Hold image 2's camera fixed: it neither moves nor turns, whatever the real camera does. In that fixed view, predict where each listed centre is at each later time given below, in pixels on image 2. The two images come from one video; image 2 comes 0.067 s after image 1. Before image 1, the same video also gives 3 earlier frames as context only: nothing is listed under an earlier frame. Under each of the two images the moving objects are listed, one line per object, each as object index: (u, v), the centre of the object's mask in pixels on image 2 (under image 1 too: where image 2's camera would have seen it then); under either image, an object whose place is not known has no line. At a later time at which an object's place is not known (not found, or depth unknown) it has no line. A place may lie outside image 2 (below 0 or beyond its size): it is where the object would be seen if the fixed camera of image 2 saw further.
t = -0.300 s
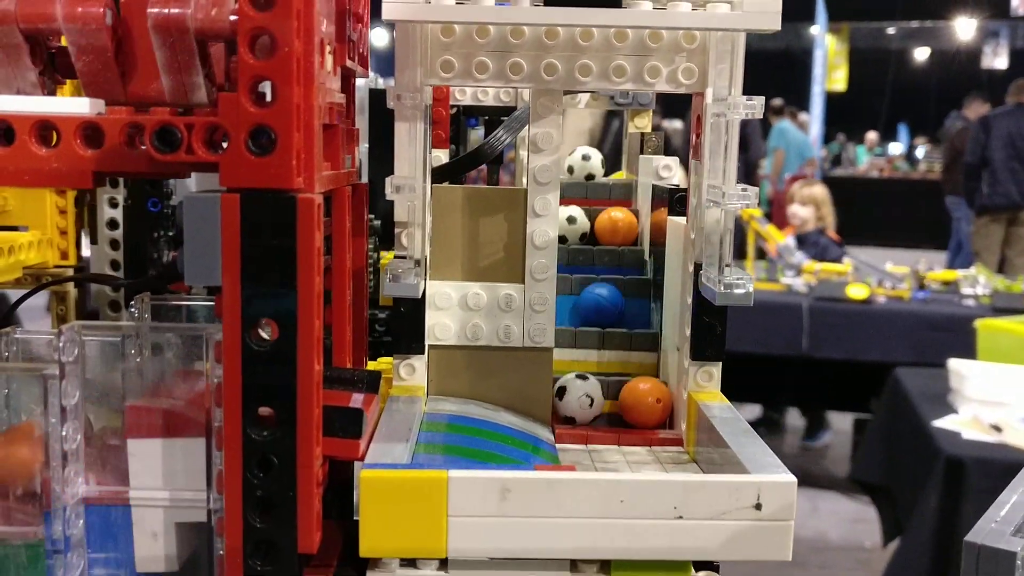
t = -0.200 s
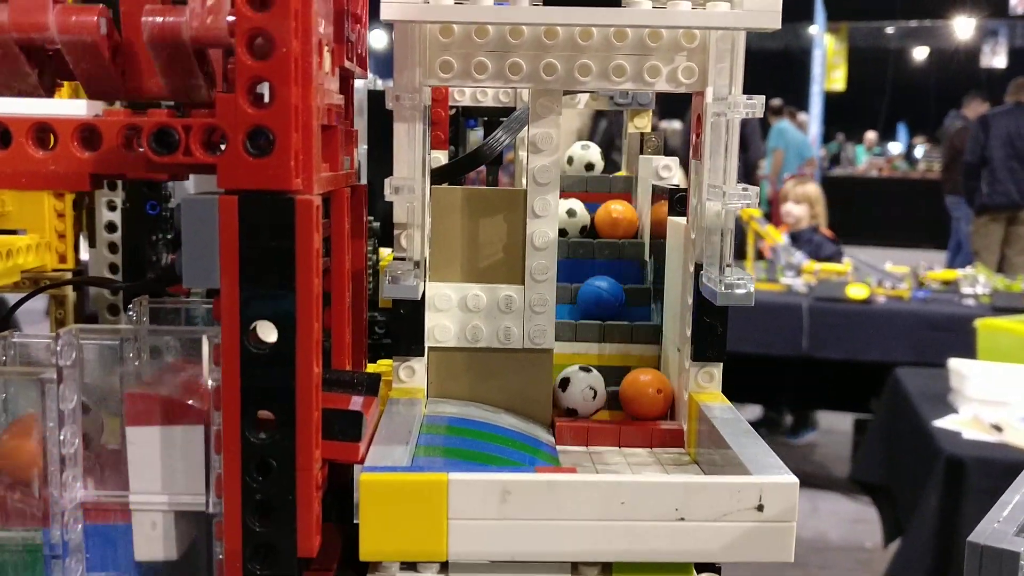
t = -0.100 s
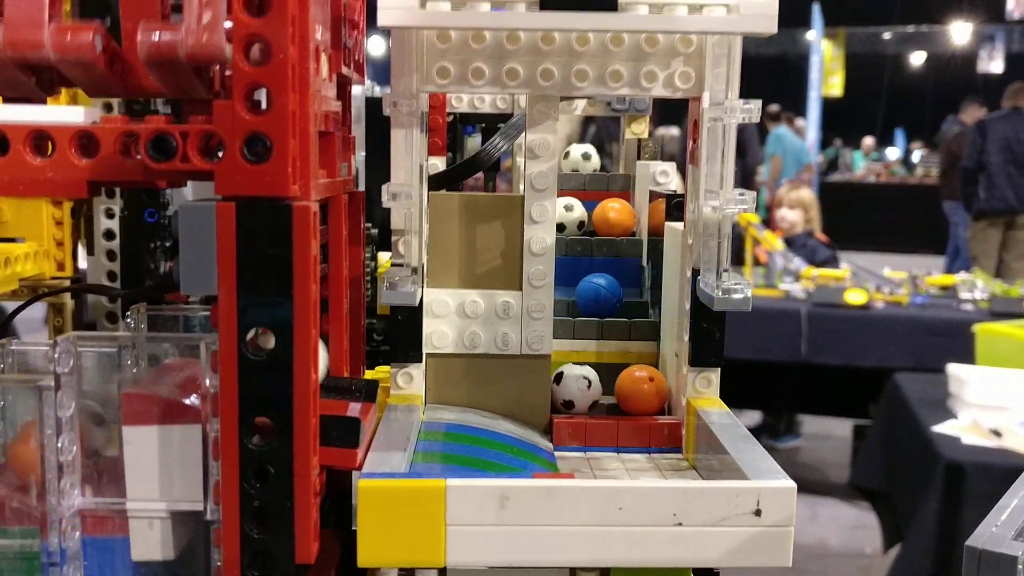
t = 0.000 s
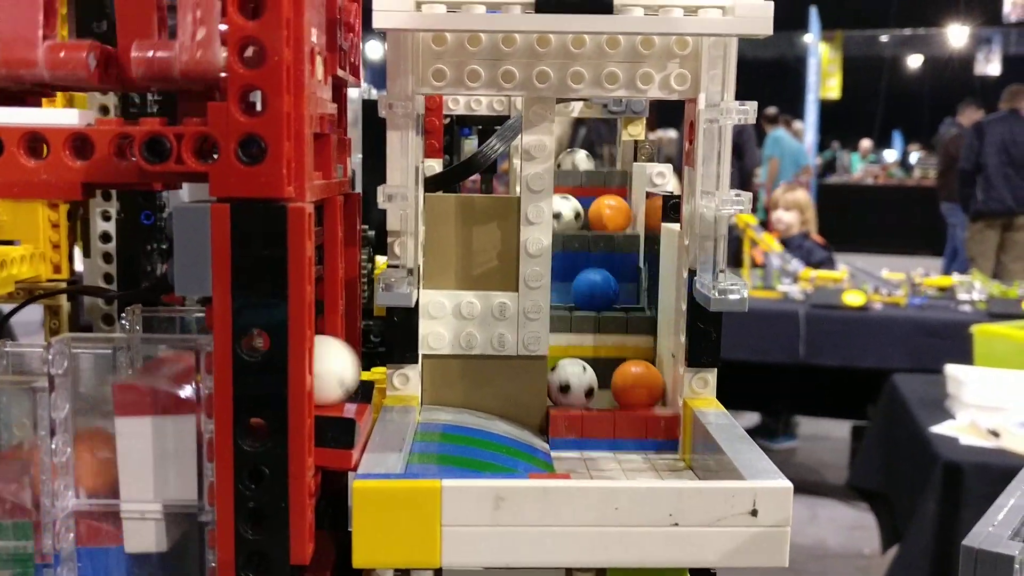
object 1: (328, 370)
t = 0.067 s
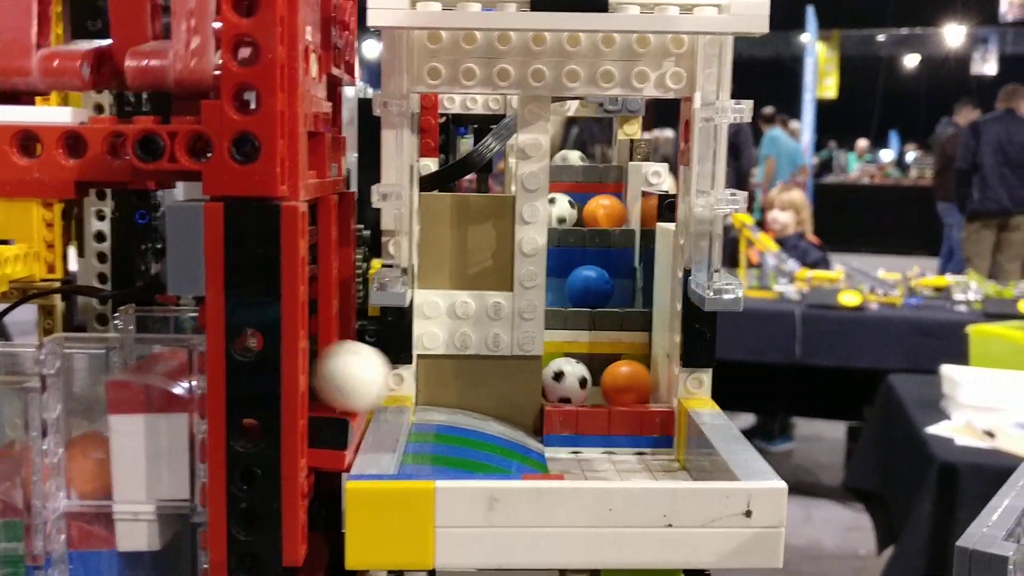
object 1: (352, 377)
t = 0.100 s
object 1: (377, 384)
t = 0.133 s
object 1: (409, 415)
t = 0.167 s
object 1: (448, 432)
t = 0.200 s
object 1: (490, 446)
